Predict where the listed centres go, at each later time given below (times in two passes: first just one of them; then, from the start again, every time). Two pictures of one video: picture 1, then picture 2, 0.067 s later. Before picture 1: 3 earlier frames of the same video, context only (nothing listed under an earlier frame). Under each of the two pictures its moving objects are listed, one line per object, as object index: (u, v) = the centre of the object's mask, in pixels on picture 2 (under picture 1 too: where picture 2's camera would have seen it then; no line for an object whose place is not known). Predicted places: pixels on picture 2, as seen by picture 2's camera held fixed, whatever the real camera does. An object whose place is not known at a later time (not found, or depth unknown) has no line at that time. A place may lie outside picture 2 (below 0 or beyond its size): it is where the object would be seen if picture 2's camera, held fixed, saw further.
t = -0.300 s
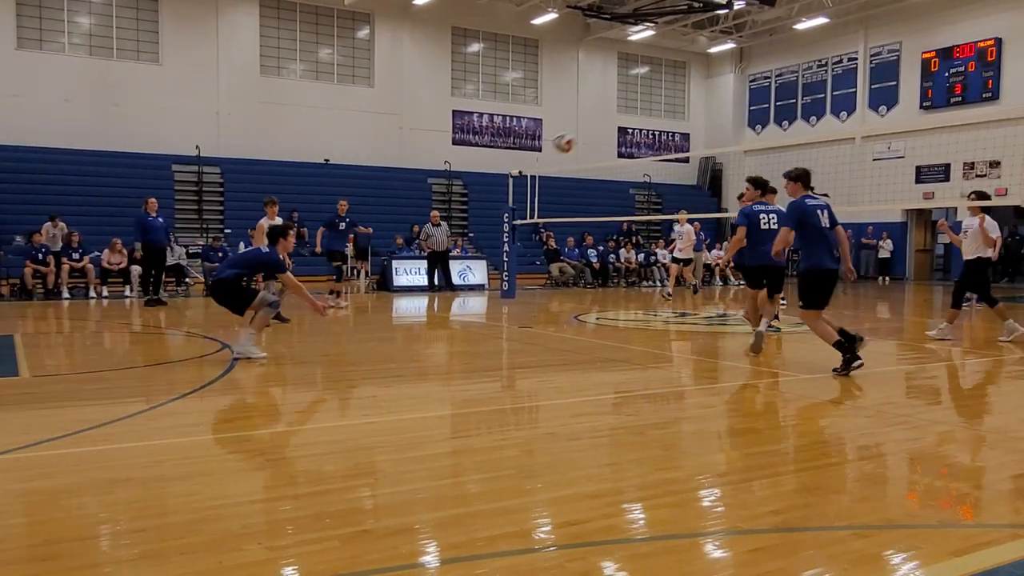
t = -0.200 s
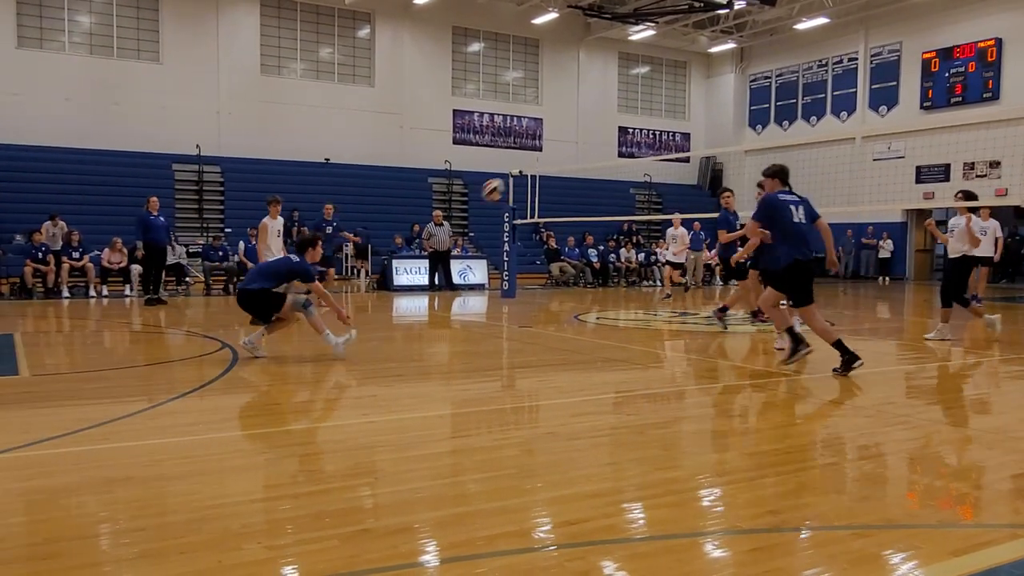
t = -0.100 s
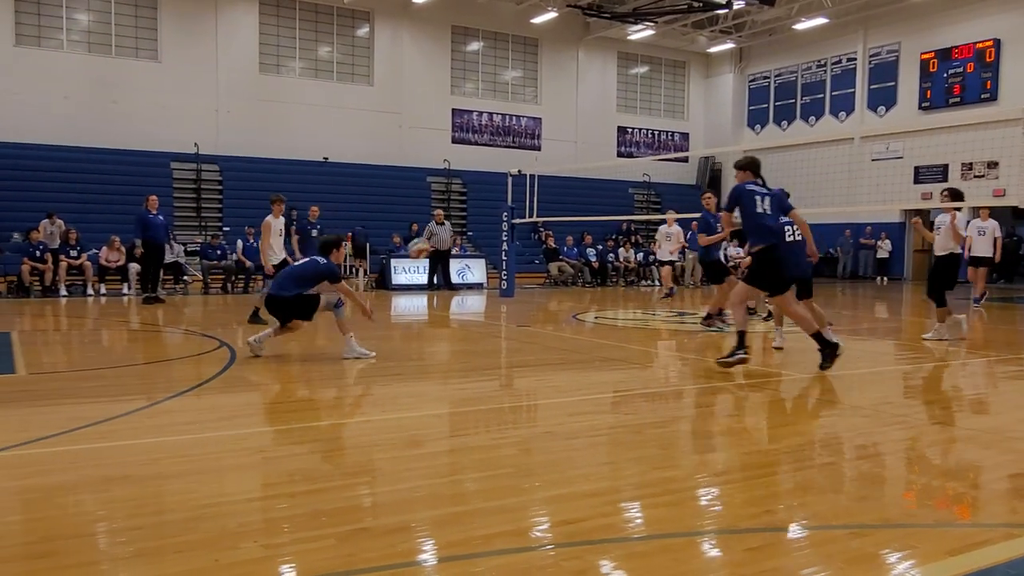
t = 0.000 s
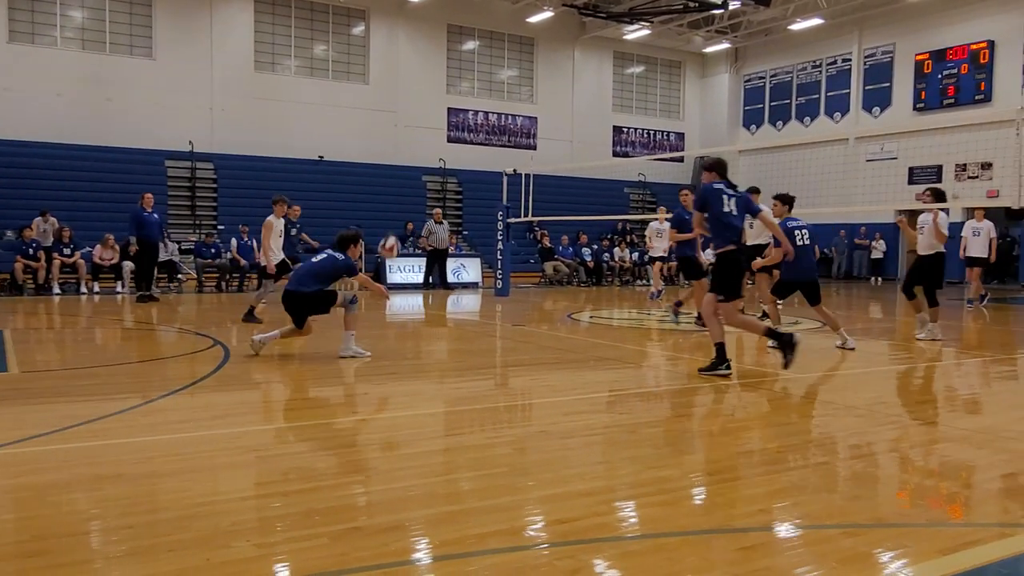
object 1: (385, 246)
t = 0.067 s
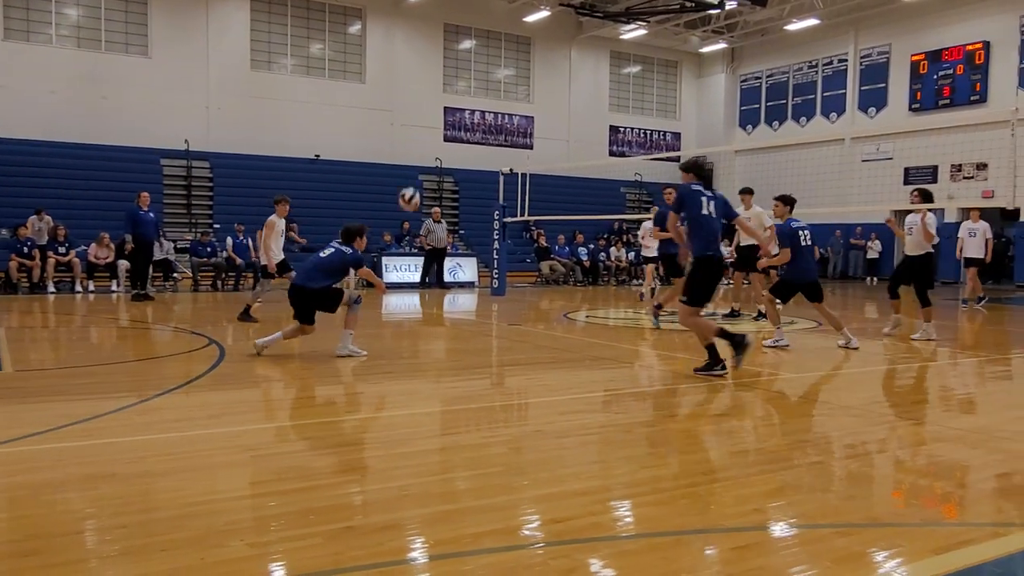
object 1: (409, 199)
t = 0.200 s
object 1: (453, 116)
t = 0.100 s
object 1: (420, 177)
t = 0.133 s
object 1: (432, 156)
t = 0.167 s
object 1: (443, 135)
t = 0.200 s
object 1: (453, 116)
